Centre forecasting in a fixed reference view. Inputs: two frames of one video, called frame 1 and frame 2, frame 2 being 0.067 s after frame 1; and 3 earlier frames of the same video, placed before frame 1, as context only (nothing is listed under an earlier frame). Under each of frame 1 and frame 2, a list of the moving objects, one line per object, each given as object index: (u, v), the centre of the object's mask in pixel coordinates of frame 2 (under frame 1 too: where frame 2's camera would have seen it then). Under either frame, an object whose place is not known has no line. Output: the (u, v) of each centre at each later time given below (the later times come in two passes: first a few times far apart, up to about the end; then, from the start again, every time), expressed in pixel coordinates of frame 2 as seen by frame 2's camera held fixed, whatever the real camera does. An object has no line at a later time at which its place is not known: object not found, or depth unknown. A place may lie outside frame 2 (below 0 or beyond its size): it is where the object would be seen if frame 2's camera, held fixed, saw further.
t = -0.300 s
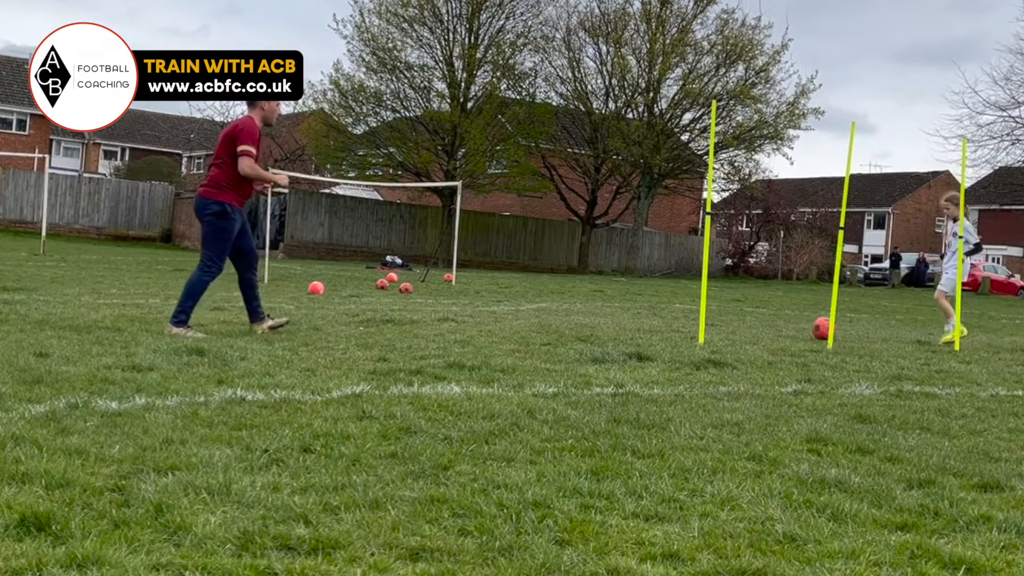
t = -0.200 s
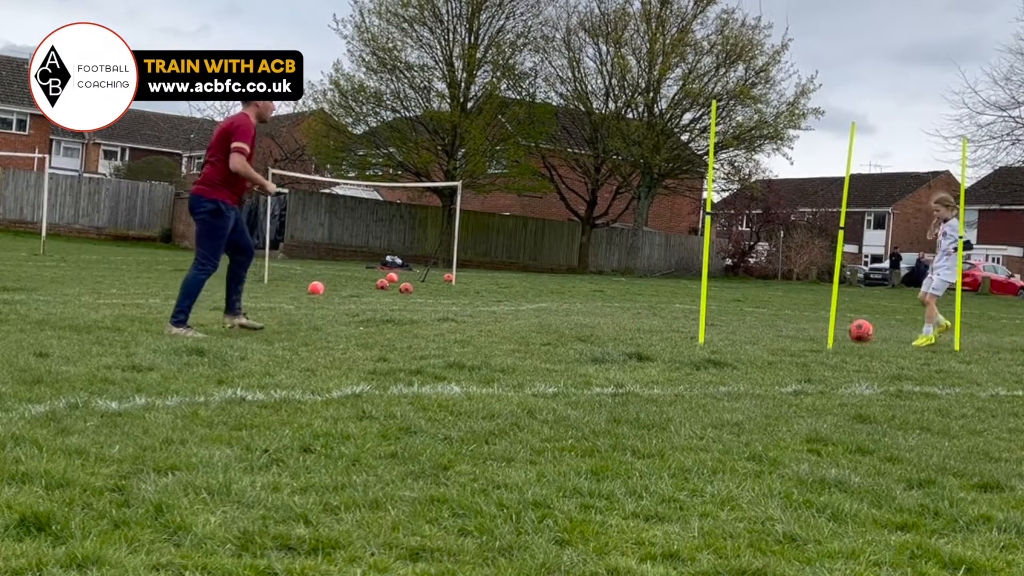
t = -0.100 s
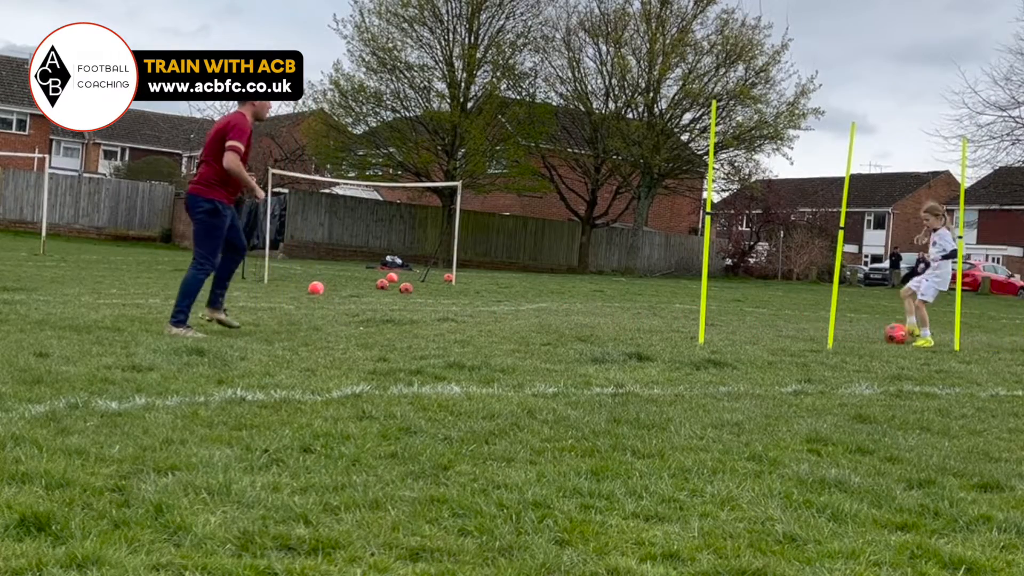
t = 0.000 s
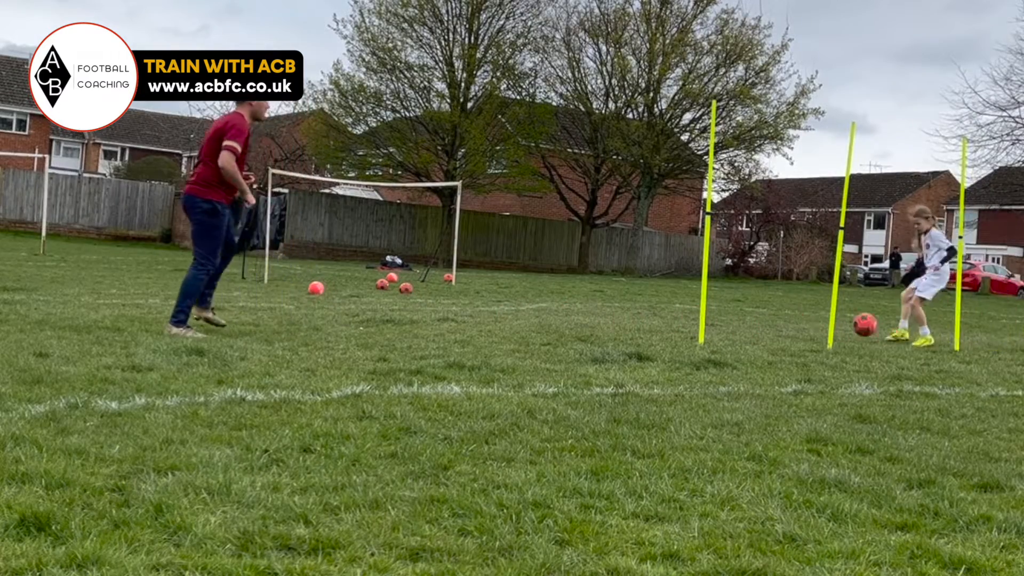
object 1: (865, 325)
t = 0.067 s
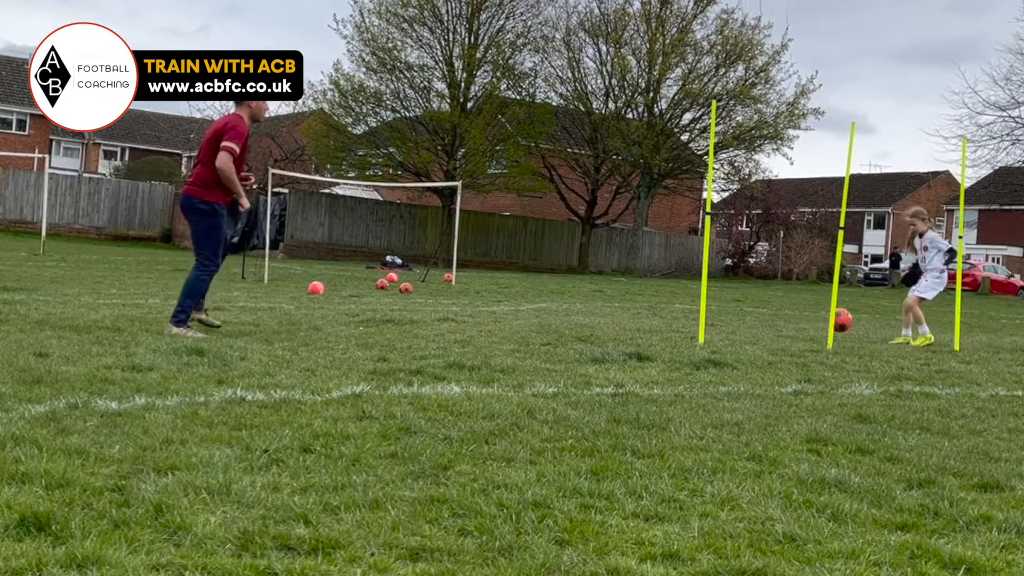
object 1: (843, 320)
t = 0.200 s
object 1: (787, 327)
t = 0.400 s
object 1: (721, 326)
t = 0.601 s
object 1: (654, 323)
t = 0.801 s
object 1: (585, 321)
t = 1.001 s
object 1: (514, 323)
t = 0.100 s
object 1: (825, 320)
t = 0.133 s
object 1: (814, 321)
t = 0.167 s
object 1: (801, 323)
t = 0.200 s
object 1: (787, 327)
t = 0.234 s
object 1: (774, 330)
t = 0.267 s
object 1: (764, 328)
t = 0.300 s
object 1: (753, 327)
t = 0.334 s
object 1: (743, 328)
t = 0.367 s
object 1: (732, 327)
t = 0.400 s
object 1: (721, 326)
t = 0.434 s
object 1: (713, 325)
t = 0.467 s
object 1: (698, 326)
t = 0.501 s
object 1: (687, 326)
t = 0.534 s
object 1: (676, 325)
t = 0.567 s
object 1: (665, 324)
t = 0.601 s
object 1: (654, 323)
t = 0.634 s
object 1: (643, 322)
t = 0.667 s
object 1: (631, 322)
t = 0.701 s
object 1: (619, 323)
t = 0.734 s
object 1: (608, 322)
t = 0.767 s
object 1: (596, 321)
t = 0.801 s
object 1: (585, 321)
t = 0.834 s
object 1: (573, 322)
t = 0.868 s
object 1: (561, 323)
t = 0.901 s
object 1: (549, 323)
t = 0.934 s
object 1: (538, 323)
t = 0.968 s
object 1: (526, 323)
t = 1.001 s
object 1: (514, 323)
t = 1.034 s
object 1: (501, 323)
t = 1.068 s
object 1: (489, 324)
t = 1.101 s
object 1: (476, 325)
